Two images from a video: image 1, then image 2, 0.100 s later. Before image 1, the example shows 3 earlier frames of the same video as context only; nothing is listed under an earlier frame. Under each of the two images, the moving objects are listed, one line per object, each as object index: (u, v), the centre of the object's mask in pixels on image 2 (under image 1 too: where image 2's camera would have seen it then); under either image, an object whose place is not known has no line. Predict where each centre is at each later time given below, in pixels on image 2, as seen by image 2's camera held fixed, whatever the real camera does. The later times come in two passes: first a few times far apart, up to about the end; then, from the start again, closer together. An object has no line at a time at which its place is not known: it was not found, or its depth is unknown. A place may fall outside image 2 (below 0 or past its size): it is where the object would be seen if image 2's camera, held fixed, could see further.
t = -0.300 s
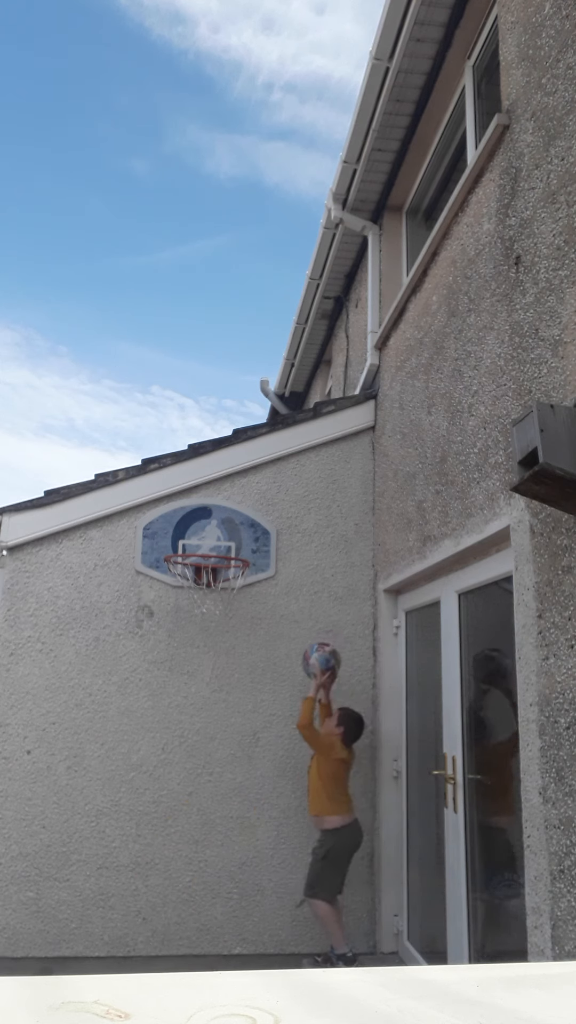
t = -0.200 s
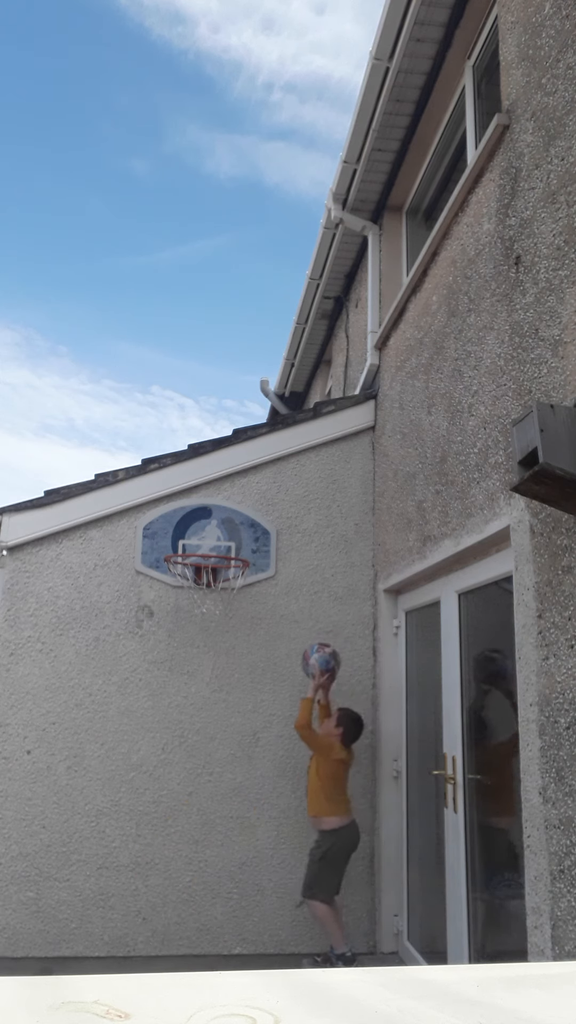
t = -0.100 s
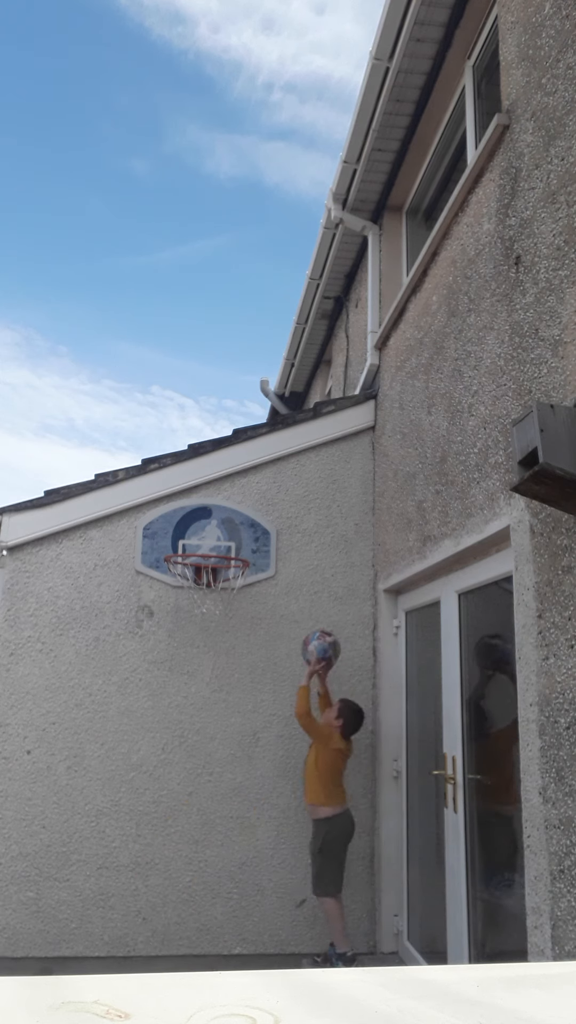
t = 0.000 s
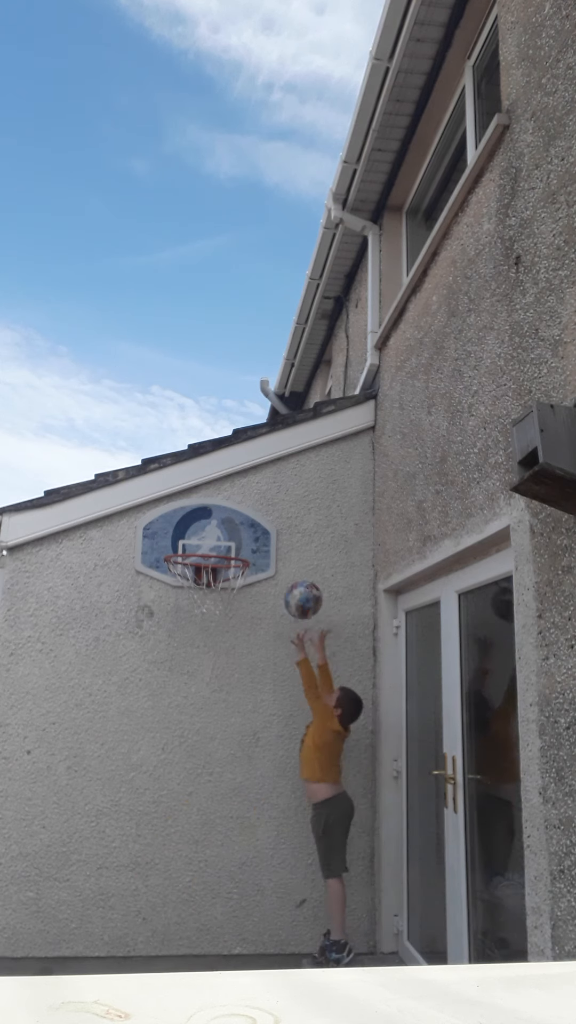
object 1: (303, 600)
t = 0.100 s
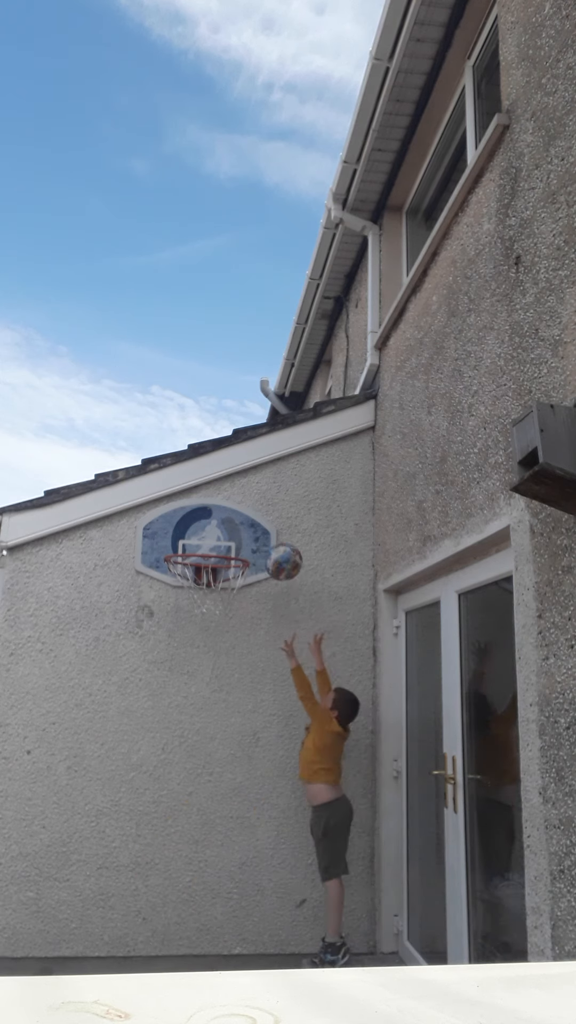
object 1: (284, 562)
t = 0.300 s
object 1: (244, 534)
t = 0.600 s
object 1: (186, 595)
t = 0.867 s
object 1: (186, 671)
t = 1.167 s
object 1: (175, 890)
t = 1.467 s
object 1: (190, 871)
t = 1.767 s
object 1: (219, 800)
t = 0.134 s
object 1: (277, 553)
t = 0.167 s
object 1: (271, 546)
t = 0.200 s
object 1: (264, 540)
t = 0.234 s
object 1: (257, 536)
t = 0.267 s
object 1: (251, 534)
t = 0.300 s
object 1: (244, 534)
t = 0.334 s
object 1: (237, 535)
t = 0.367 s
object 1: (230, 538)
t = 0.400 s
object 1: (224, 540)
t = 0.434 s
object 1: (216, 547)
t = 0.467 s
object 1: (210, 555)
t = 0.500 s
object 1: (204, 567)
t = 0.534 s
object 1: (197, 575)
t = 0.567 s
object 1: (191, 587)
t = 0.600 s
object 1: (186, 595)
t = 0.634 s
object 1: (184, 600)
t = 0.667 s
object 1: (185, 605)
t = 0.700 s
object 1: (185, 612)
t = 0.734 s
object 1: (185, 620)
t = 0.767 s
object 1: (186, 630)
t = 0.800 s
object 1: (186, 642)
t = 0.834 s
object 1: (186, 655)
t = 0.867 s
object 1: (186, 671)
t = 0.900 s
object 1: (186, 688)
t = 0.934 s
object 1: (186, 706)
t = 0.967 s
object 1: (185, 727)
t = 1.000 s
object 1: (185, 750)
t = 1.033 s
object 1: (184, 774)
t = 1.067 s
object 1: (182, 800)
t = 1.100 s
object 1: (180, 828)
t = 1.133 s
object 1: (178, 858)
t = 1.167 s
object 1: (175, 890)
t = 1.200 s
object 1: (171, 923)
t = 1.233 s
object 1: (169, 954)
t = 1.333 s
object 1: (174, 956)
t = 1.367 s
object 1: (179, 935)
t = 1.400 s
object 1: (183, 912)
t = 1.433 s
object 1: (187, 890)
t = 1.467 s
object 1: (190, 871)
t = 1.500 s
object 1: (194, 855)
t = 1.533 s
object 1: (197, 841)
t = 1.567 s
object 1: (201, 829)
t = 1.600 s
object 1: (204, 818)
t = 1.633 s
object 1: (207, 811)
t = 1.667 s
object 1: (210, 805)
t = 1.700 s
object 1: (213, 801)
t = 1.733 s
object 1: (216, 800)
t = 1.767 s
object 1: (219, 800)
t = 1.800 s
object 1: (221, 802)
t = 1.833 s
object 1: (224, 806)
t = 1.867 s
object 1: (226, 812)
